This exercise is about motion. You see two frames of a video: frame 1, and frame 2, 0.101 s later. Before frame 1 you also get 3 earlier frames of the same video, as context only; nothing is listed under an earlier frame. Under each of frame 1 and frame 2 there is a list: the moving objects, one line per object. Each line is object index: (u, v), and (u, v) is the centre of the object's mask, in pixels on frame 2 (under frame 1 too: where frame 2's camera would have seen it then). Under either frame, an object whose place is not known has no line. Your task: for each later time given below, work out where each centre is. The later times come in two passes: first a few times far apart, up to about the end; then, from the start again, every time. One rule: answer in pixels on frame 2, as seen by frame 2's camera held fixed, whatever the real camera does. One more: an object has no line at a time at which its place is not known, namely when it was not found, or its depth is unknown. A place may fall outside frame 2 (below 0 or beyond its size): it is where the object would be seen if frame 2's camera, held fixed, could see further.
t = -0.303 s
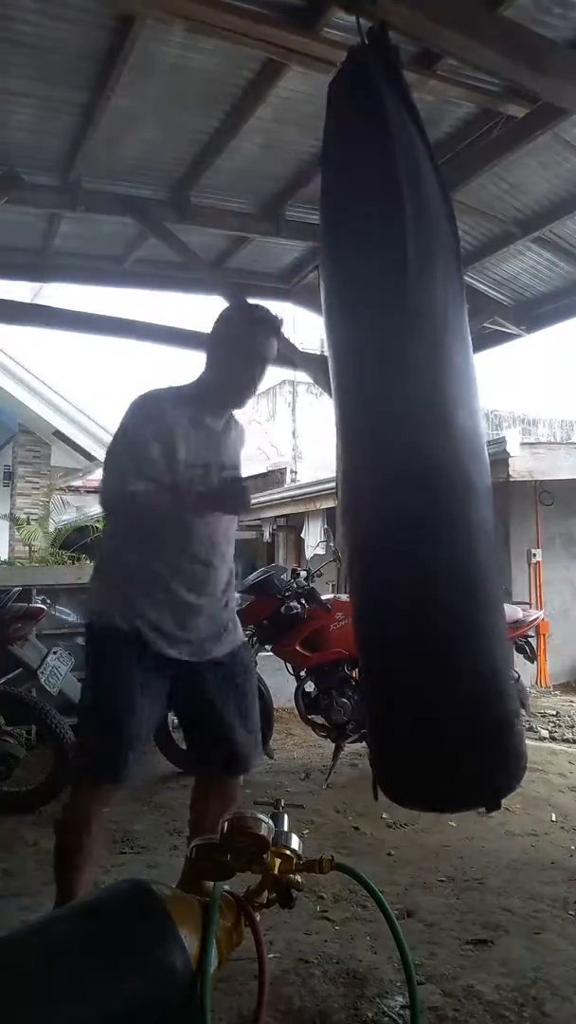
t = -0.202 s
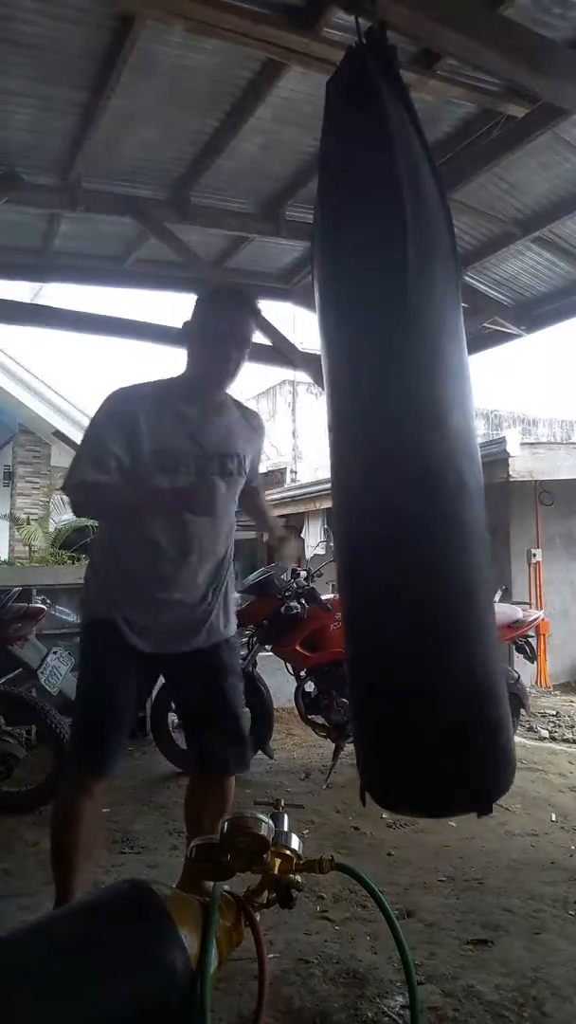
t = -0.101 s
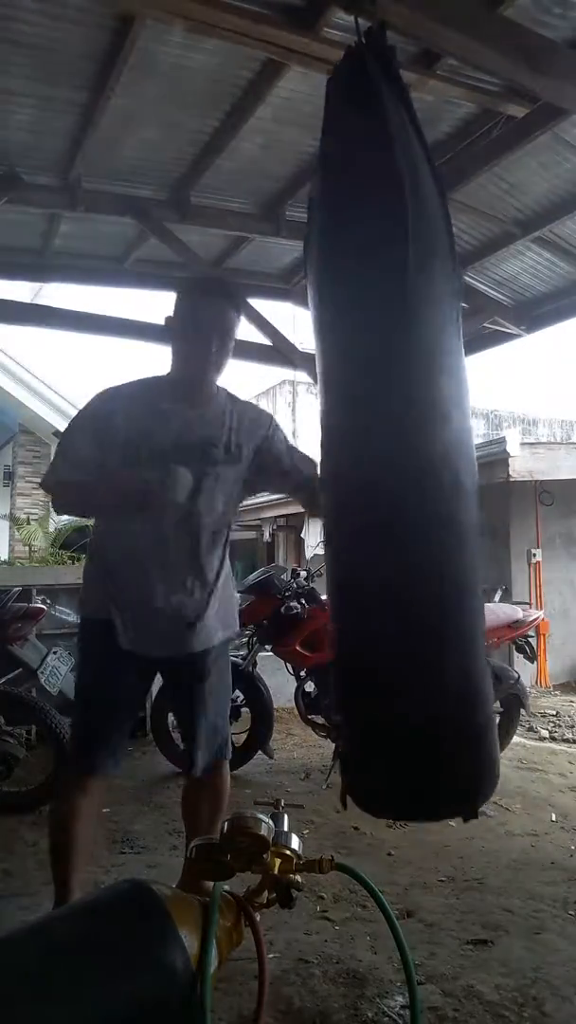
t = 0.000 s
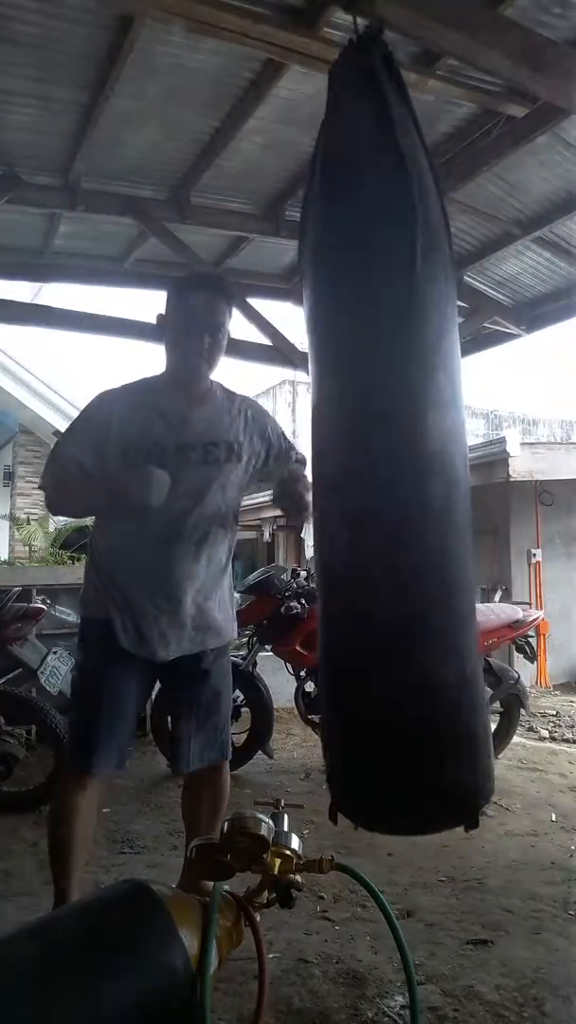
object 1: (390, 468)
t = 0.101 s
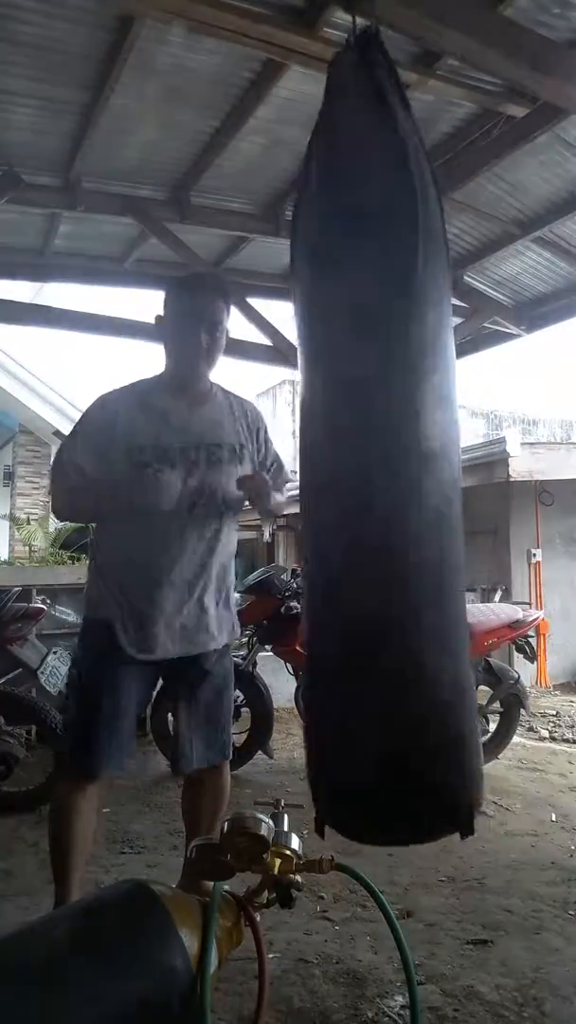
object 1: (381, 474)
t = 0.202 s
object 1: (370, 480)
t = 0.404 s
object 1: (349, 480)
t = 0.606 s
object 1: (332, 473)
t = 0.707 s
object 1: (327, 473)
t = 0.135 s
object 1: (377, 476)
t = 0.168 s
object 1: (374, 478)
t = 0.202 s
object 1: (370, 480)
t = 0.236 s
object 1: (366, 482)
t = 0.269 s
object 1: (362, 481)
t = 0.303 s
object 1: (360, 479)
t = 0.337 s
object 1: (355, 481)
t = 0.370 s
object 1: (352, 480)
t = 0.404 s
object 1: (349, 480)
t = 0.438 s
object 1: (345, 478)
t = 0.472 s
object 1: (343, 477)
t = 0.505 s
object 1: (340, 476)
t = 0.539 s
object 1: (337, 476)
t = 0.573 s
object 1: (334, 475)
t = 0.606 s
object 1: (332, 473)
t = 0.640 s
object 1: (329, 474)
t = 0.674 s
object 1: (328, 474)
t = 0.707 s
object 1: (327, 473)
